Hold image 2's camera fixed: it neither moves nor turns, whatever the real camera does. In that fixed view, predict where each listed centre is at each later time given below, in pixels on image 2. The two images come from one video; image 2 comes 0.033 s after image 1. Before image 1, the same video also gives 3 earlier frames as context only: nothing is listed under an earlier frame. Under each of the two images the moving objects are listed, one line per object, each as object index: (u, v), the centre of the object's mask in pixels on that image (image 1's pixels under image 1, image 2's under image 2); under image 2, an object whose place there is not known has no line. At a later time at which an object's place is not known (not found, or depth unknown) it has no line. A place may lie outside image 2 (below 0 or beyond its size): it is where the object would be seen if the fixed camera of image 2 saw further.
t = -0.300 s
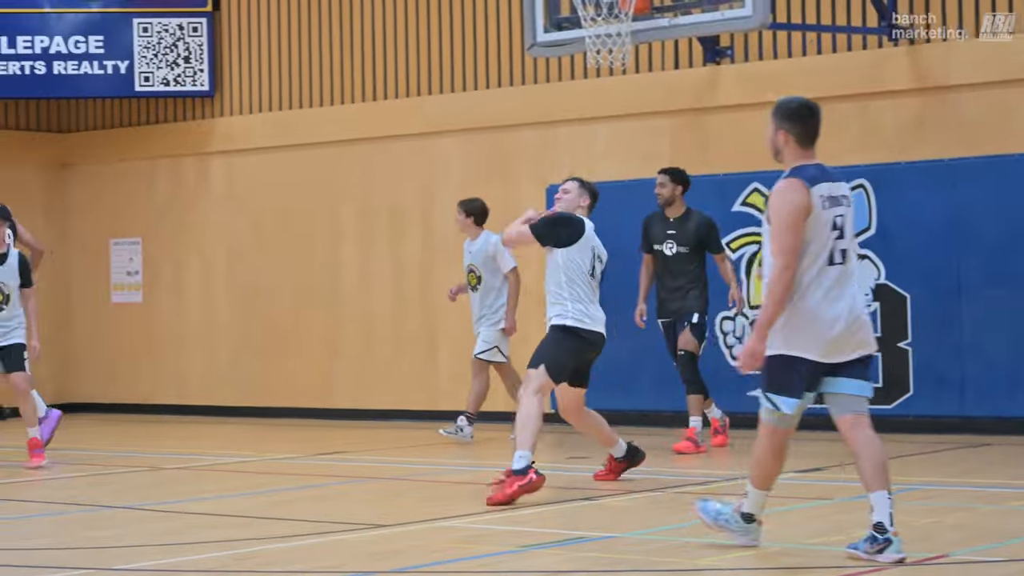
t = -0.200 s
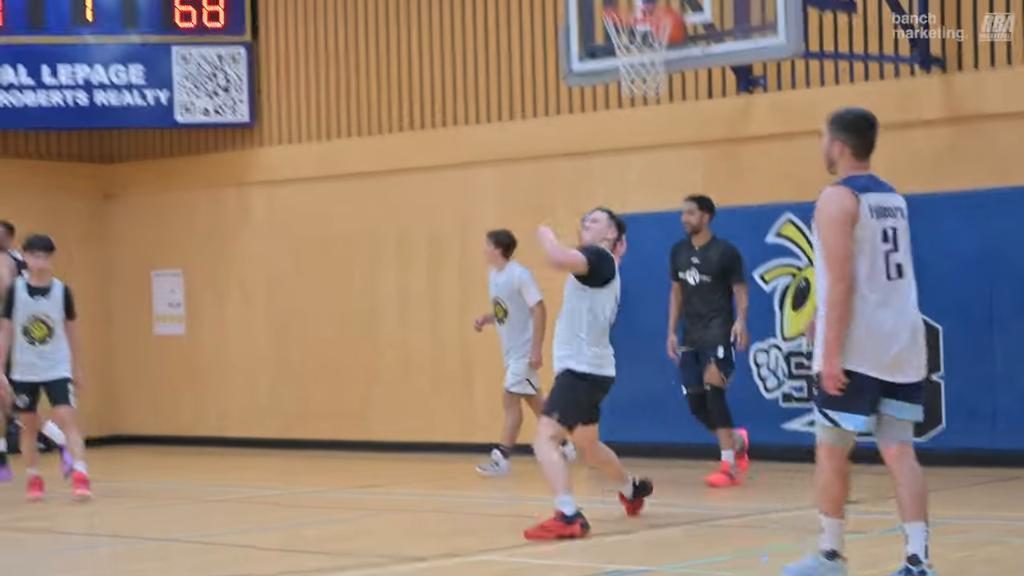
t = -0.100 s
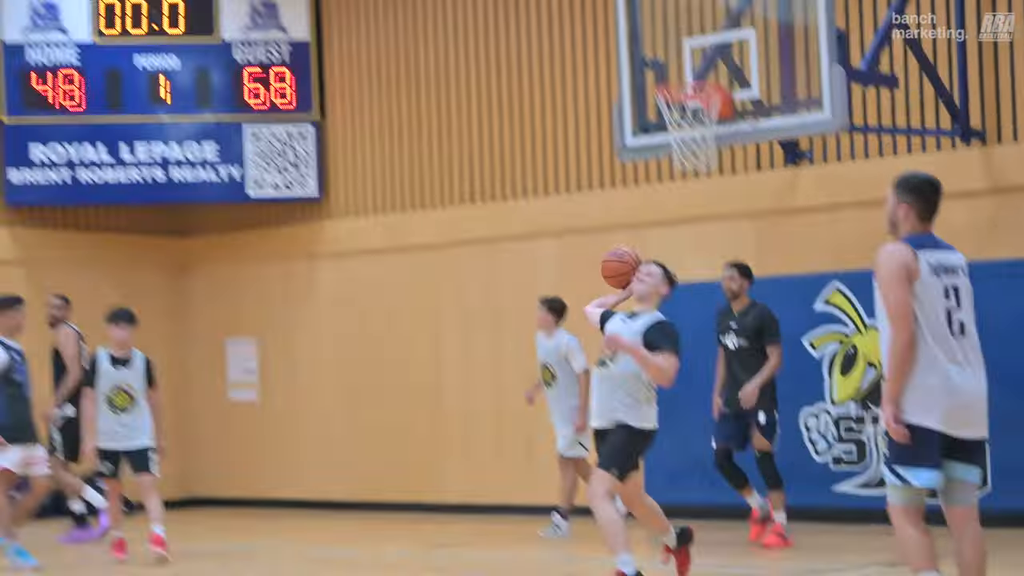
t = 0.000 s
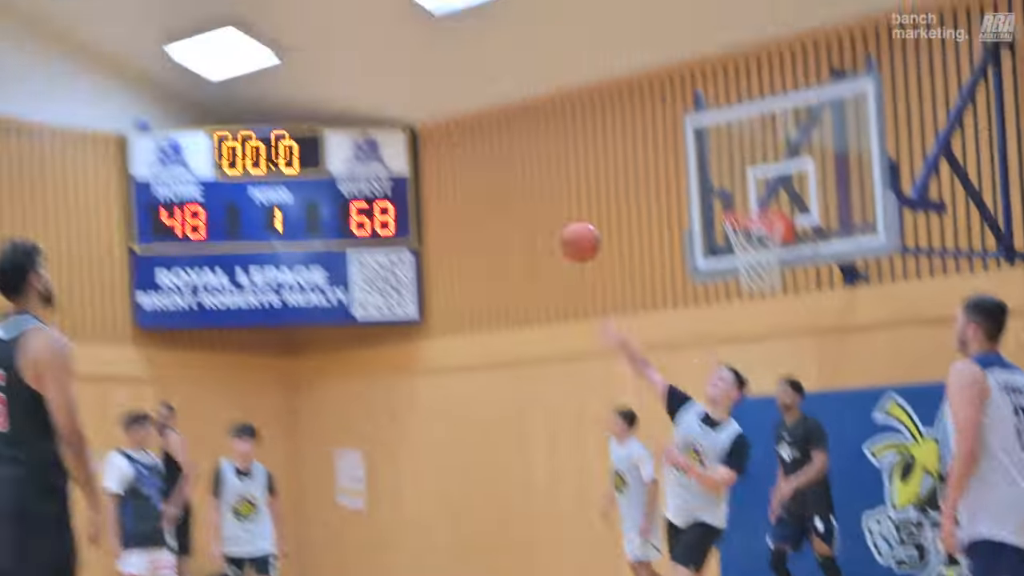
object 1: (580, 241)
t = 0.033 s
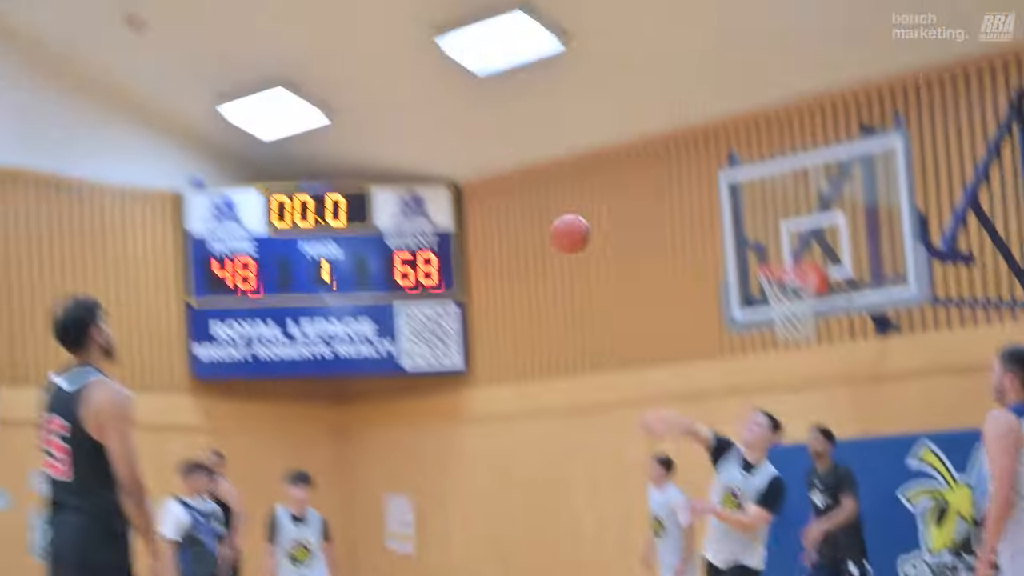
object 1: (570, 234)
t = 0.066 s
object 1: (519, 173)
